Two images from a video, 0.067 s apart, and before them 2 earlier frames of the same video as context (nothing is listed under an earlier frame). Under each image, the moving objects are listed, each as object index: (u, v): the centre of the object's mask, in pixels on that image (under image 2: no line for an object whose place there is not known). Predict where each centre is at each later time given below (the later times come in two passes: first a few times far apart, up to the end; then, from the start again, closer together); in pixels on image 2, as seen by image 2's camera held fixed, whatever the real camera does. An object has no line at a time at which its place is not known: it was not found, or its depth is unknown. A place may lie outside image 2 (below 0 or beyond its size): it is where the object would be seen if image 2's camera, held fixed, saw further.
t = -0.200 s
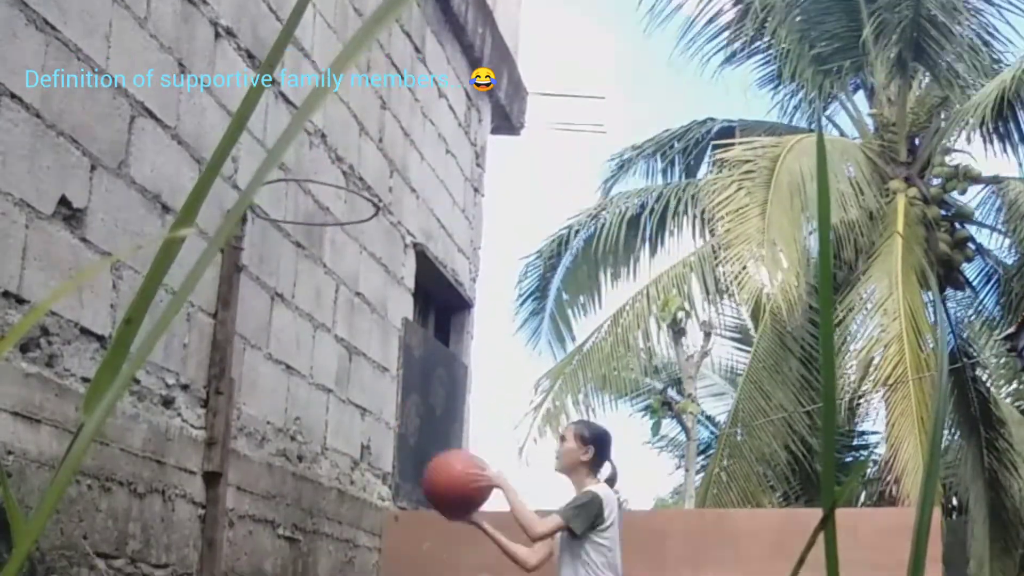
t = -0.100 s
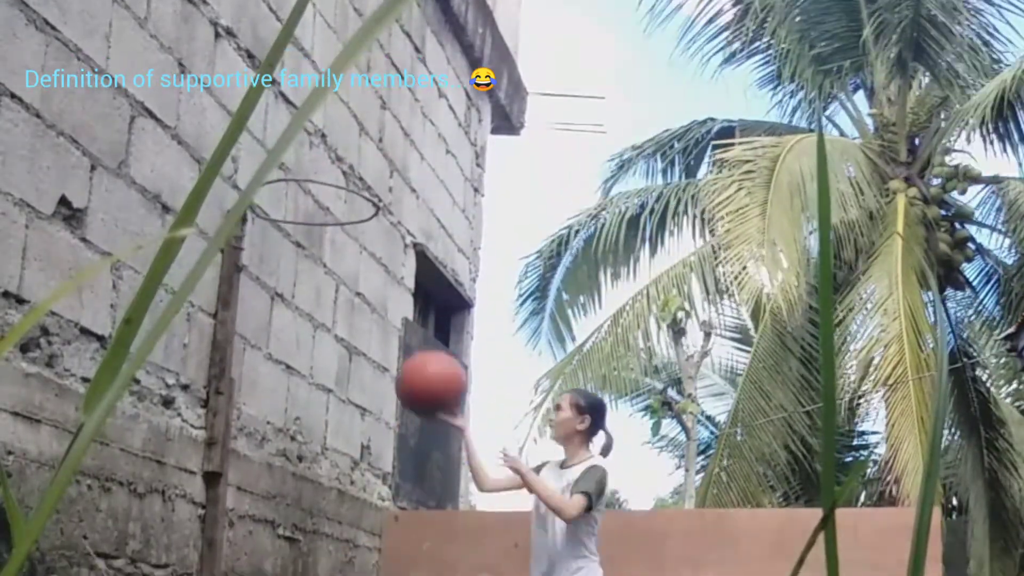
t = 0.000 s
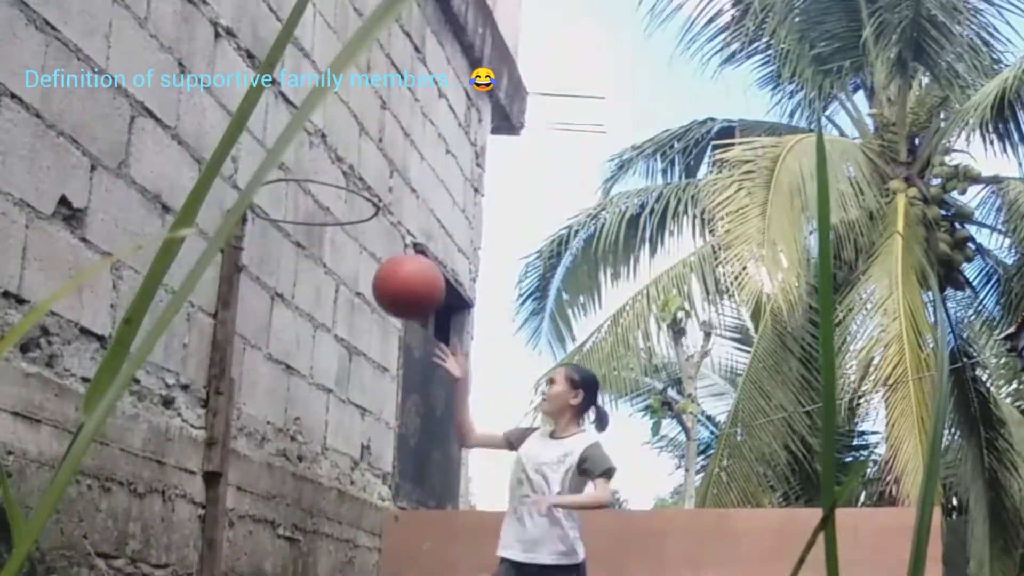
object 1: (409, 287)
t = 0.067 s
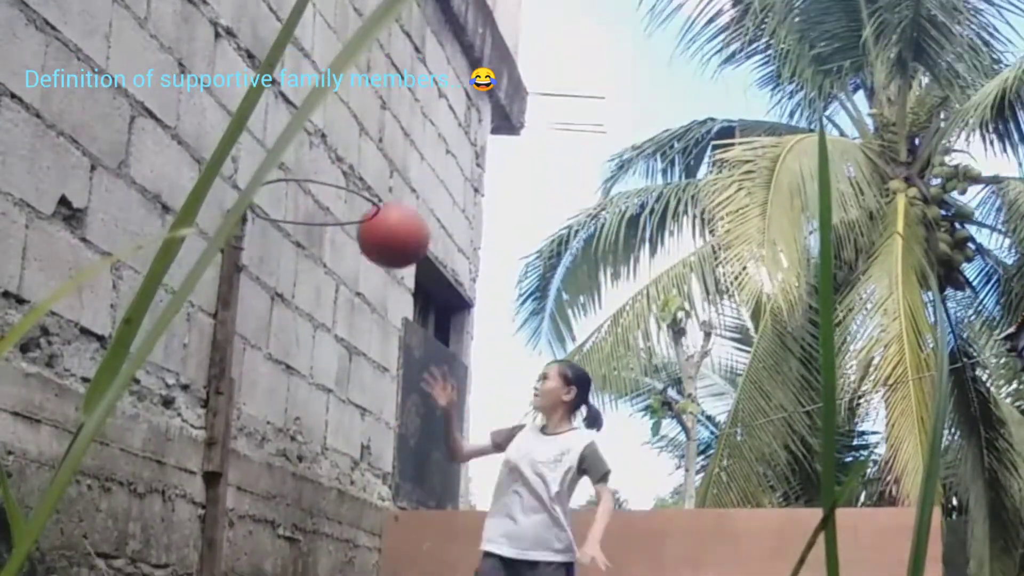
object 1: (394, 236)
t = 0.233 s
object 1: (352, 154)
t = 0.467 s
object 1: (309, 167)
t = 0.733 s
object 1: (329, 313)
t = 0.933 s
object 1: (341, 560)
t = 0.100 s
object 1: (385, 213)
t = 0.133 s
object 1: (377, 195)
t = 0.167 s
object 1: (369, 179)
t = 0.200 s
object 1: (360, 165)
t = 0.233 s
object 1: (352, 154)
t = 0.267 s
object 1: (335, 143)
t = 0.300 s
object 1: (328, 143)
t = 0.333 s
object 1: (321, 146)
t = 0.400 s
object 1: (298, 154)
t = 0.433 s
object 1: (308, 162)
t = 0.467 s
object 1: (309, 167)
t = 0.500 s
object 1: (311, 175)
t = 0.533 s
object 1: (312, 187)
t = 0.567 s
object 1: (316, 201)
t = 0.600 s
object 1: (319, 217)
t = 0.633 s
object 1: (322, 235)
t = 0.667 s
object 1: (325, 257)
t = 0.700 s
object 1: (327, 283)
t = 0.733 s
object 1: (329, 313)
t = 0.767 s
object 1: (331, 347)
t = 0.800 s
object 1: (334, 385)
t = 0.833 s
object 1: (336, 427)
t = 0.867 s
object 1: (337, 474)
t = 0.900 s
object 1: (338, 526)
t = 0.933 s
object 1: (341, 560)
